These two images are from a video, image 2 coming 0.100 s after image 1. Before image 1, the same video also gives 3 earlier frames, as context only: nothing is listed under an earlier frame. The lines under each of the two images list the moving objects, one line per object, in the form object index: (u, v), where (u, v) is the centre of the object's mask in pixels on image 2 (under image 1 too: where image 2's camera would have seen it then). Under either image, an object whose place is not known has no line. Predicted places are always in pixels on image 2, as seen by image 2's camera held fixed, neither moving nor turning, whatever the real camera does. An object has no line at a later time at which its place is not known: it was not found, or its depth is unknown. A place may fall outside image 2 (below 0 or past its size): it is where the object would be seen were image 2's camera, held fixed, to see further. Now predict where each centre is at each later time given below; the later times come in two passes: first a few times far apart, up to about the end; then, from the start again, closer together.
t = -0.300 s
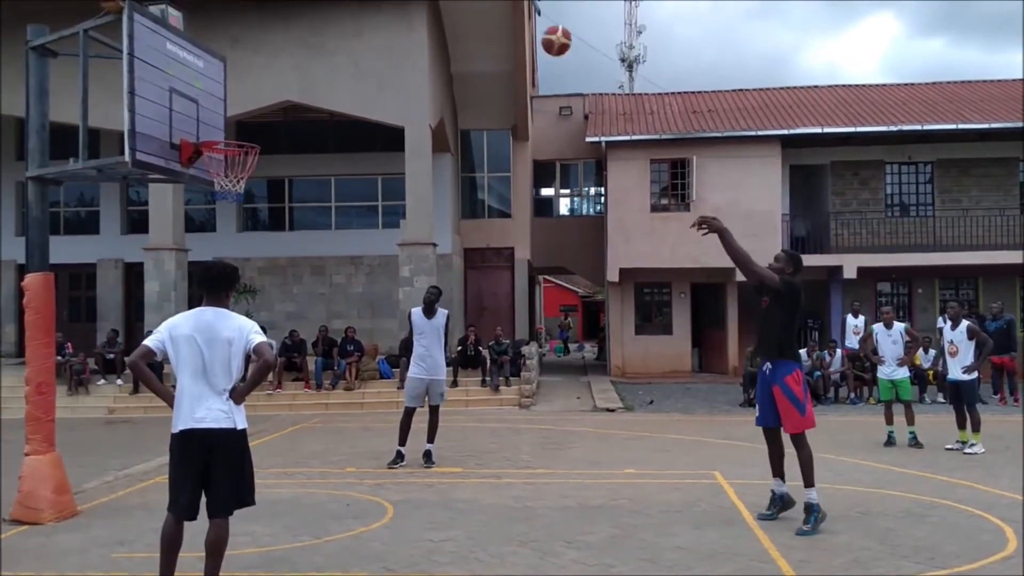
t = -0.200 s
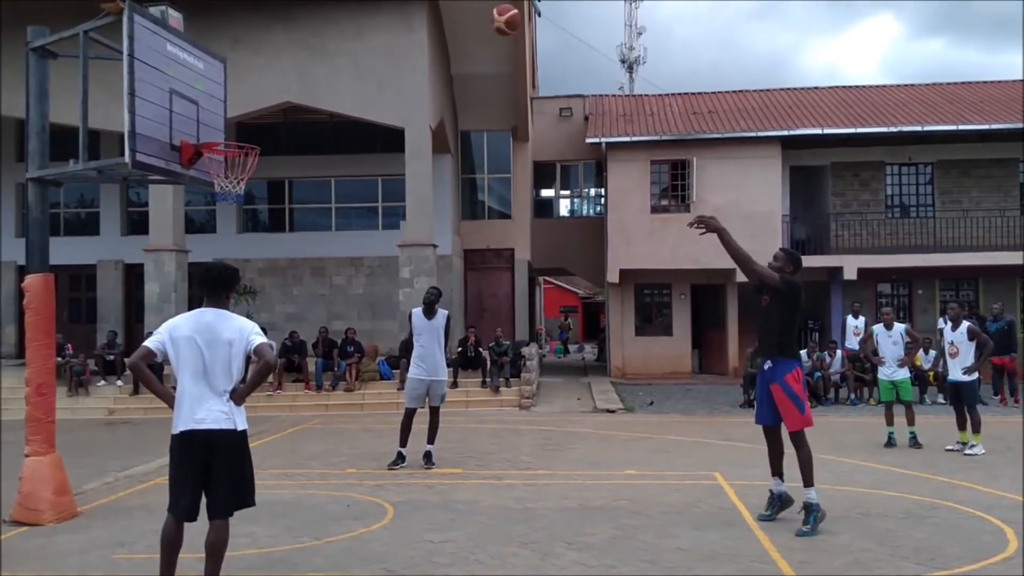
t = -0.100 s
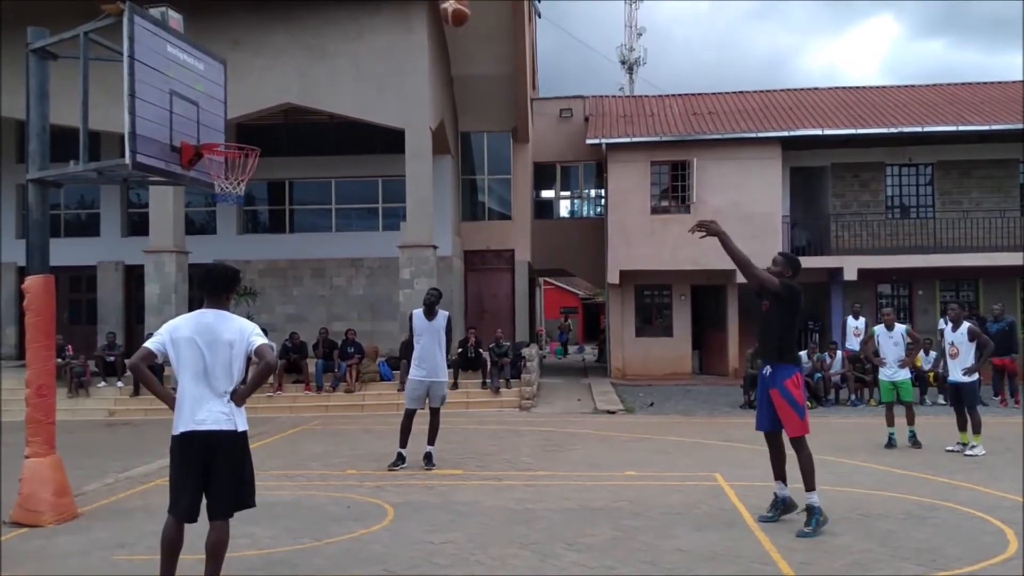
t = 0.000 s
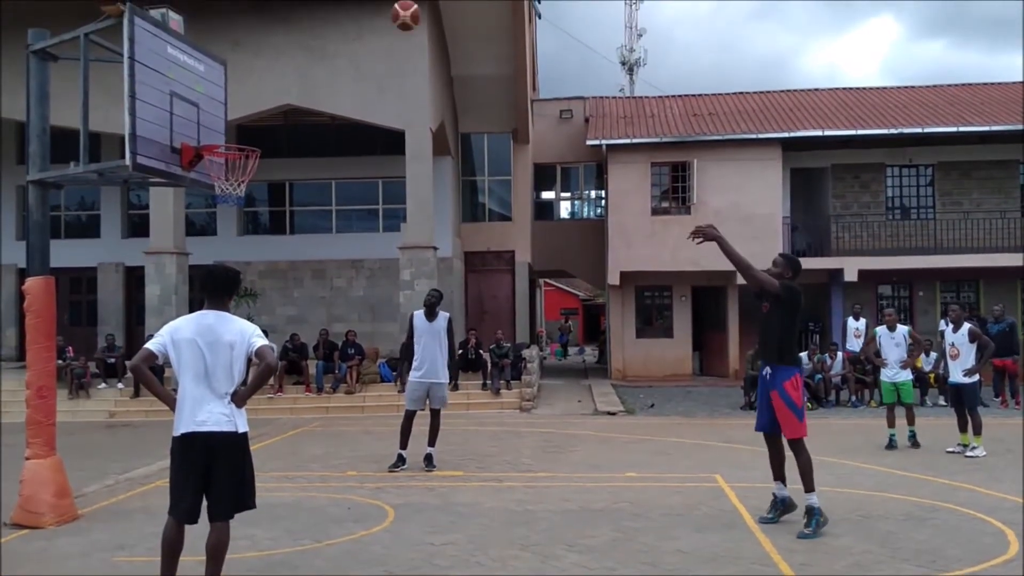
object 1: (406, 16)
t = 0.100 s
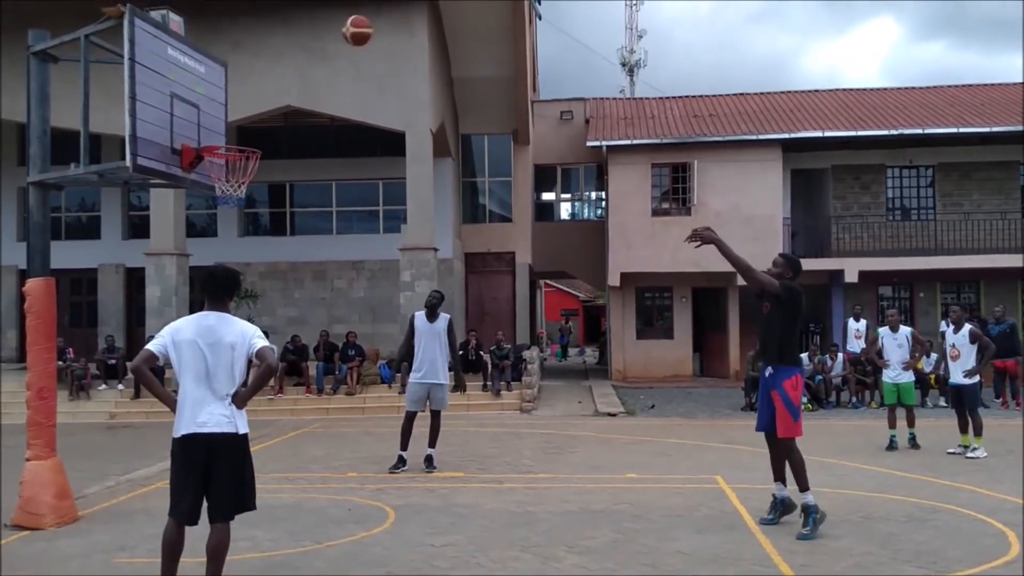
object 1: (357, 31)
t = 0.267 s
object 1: (278, 80)
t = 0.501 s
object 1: (232, 150)
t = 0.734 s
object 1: (238, 171)
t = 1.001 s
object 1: (233, 190)
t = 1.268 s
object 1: (220, 240)
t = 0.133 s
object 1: (342, 38)
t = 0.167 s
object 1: (325, 47)
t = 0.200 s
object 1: (309, 56)
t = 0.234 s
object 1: (293, 67)
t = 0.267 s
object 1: (278, 80)
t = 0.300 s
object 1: (262, 94)
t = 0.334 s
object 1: (247, 109)
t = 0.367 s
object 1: (231, 125)
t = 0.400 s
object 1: (216, 138)
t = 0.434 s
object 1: (233, 149)
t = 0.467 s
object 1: (243, 152)
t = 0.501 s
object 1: (232, 150)
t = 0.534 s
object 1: (222, 149)
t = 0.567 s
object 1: (226, 150)
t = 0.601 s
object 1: (230, 152)
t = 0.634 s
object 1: (232, 155)
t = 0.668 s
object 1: (234, 160)
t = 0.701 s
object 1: (237, 165)
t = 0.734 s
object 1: (238, 171)
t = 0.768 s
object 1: (239, 177)
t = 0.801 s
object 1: (239, 179)
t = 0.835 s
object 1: (240, 178)
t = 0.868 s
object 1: (238, 180)
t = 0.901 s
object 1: (237, 180)
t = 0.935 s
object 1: (235, 181)
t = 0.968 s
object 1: (234, 189)
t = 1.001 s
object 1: (233, 190)
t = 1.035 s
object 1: (231, 192)
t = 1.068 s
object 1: (229, 195)
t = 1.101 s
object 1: (228, 197)
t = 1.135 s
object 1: (226, 204)
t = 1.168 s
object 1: (224, 211)
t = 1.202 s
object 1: (223, 219)
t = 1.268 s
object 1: (220, 240)
